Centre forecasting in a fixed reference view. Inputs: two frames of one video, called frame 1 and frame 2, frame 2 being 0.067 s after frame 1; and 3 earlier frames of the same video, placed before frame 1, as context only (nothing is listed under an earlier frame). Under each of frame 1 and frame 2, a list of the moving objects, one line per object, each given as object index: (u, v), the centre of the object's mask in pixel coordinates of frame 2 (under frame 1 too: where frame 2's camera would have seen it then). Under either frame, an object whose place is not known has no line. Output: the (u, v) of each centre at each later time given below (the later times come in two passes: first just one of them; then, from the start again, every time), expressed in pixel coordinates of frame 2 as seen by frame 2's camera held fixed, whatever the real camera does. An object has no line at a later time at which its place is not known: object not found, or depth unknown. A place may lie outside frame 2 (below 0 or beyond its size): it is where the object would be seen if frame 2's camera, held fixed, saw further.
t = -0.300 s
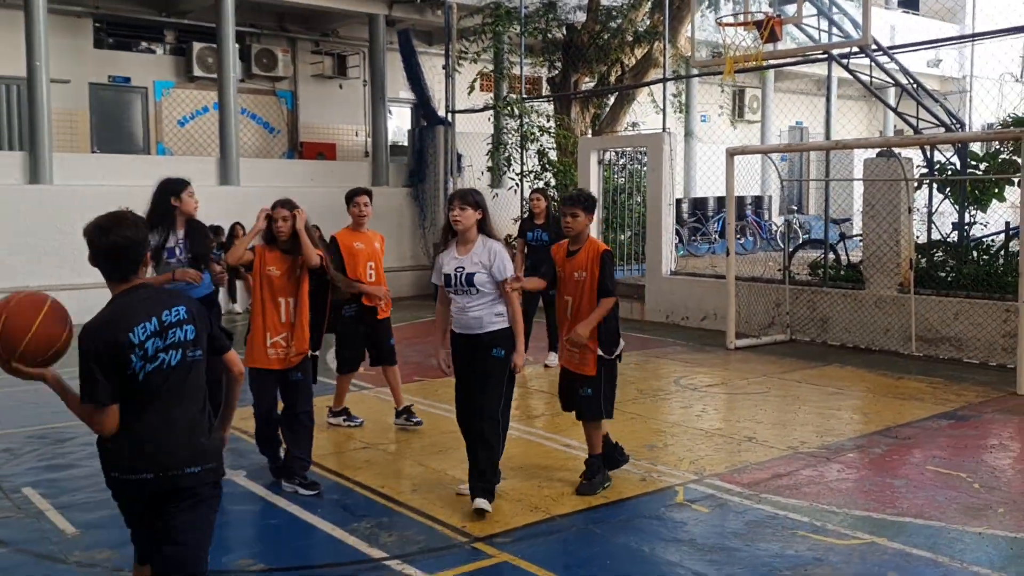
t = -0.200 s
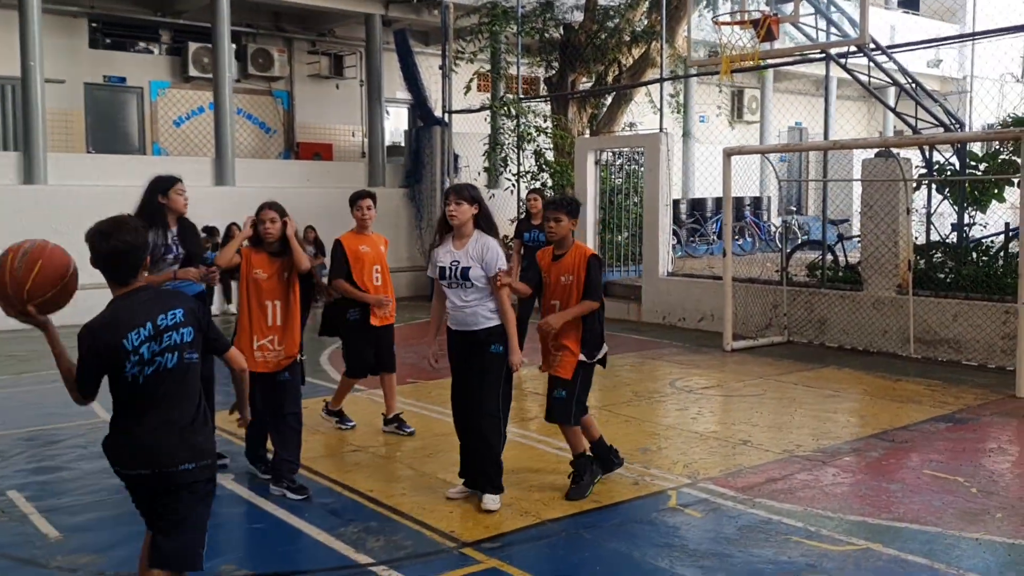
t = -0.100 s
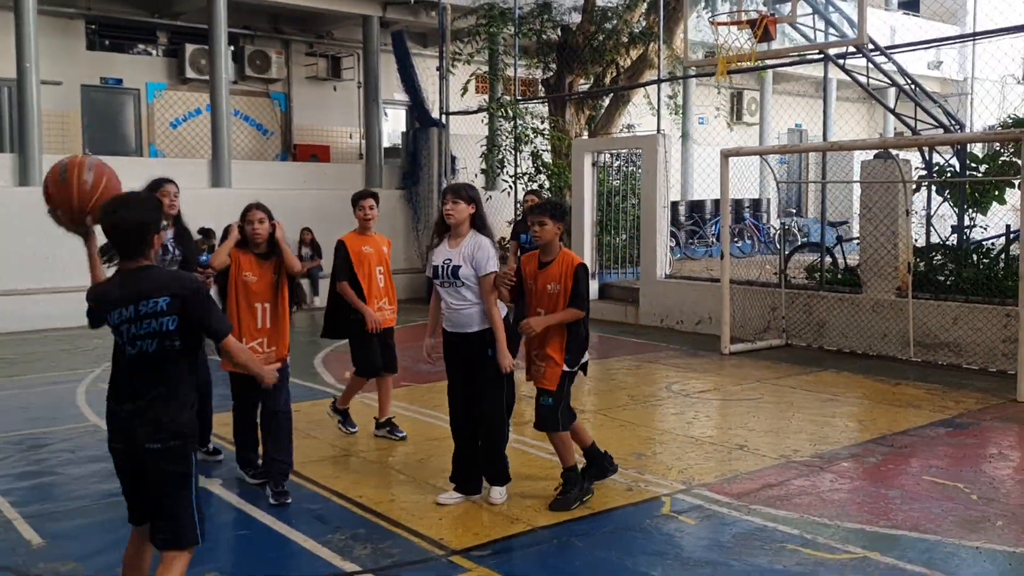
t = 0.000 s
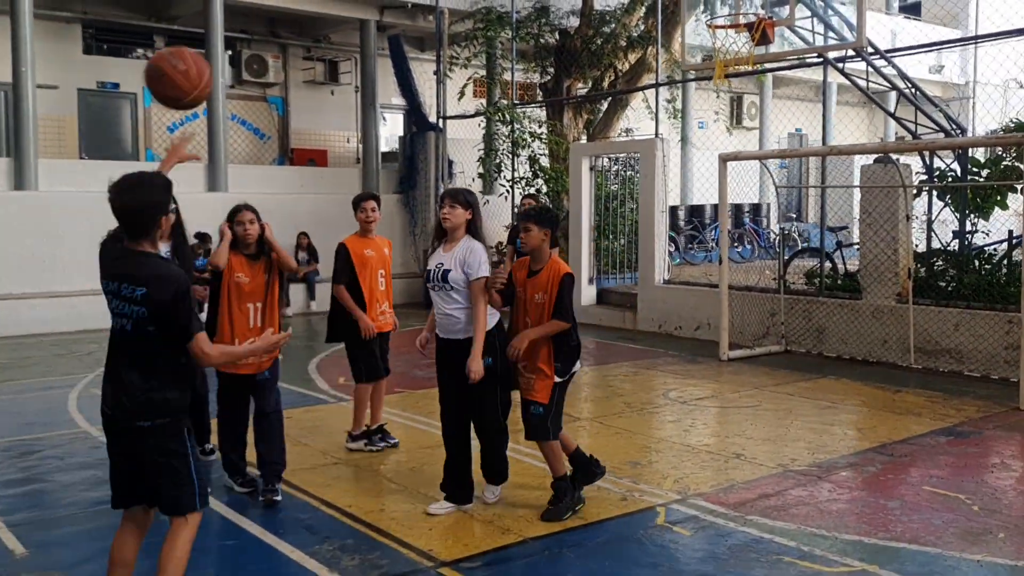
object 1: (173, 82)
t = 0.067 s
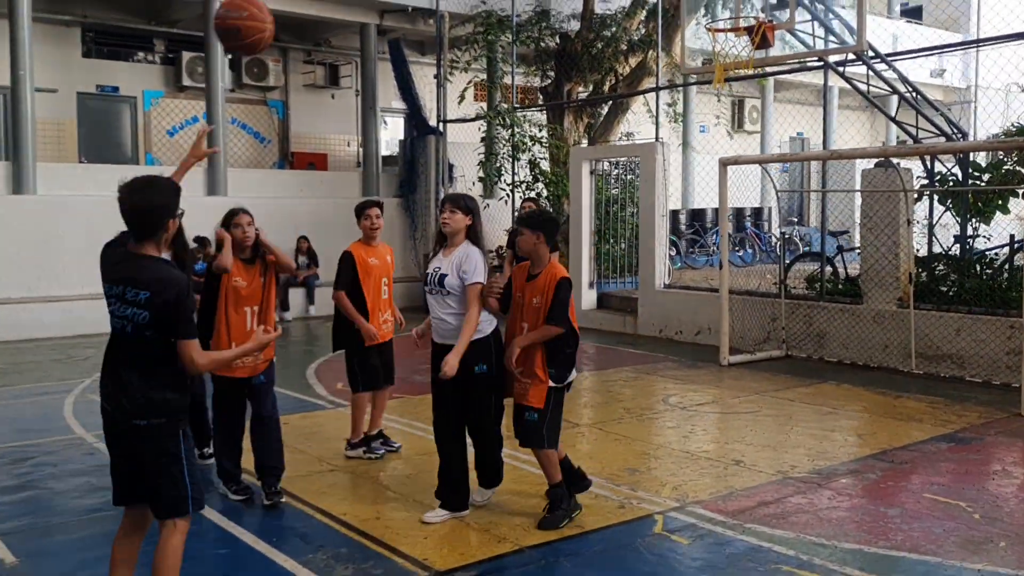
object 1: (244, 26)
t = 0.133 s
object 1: (302, 5)
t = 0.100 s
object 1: (276, 13)
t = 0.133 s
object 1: (302, 5)
